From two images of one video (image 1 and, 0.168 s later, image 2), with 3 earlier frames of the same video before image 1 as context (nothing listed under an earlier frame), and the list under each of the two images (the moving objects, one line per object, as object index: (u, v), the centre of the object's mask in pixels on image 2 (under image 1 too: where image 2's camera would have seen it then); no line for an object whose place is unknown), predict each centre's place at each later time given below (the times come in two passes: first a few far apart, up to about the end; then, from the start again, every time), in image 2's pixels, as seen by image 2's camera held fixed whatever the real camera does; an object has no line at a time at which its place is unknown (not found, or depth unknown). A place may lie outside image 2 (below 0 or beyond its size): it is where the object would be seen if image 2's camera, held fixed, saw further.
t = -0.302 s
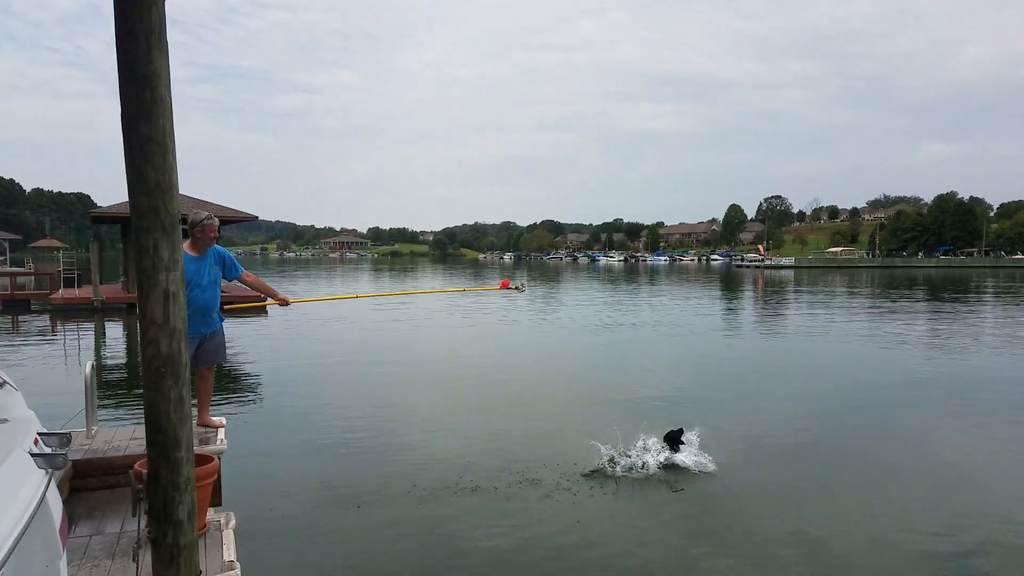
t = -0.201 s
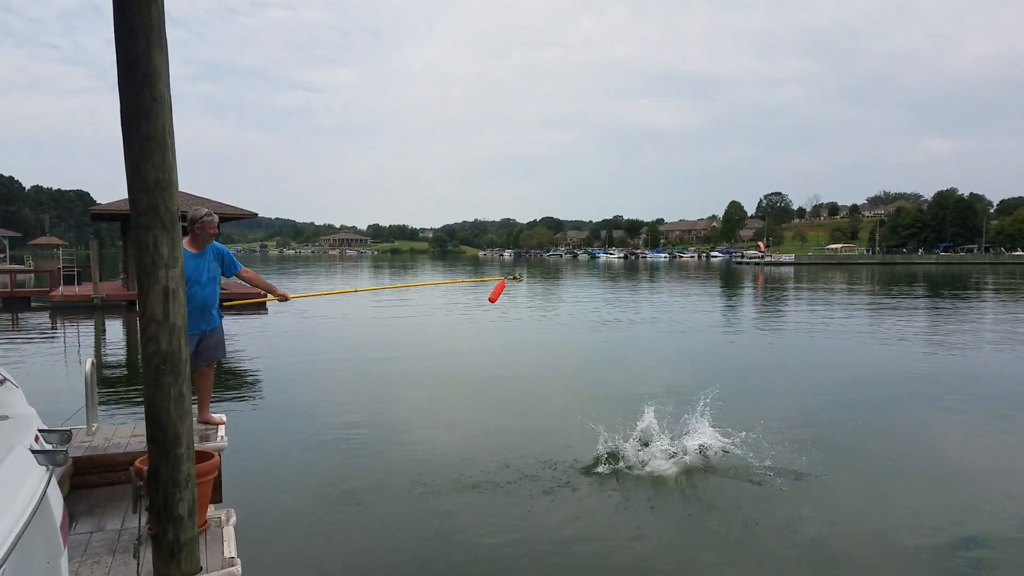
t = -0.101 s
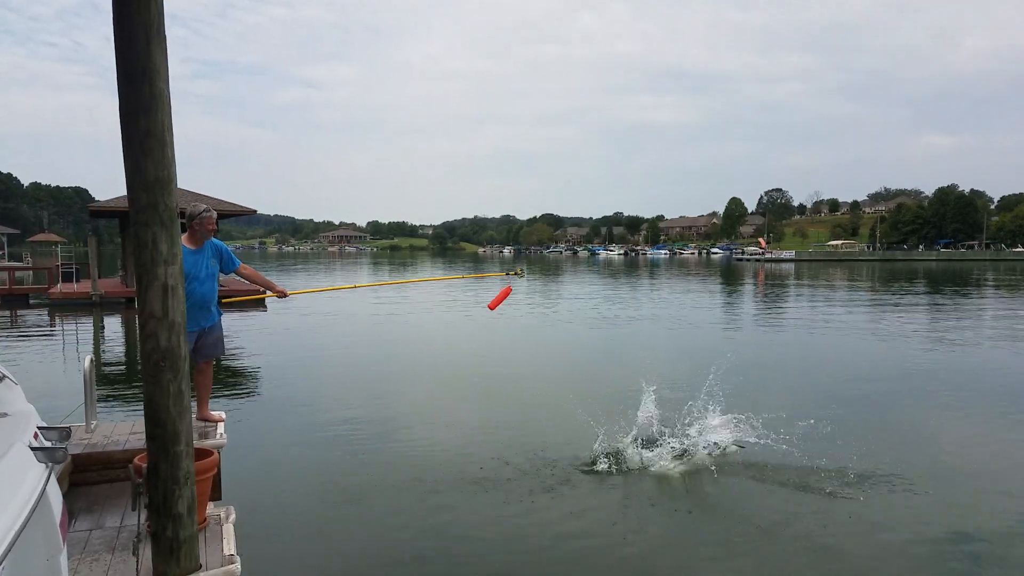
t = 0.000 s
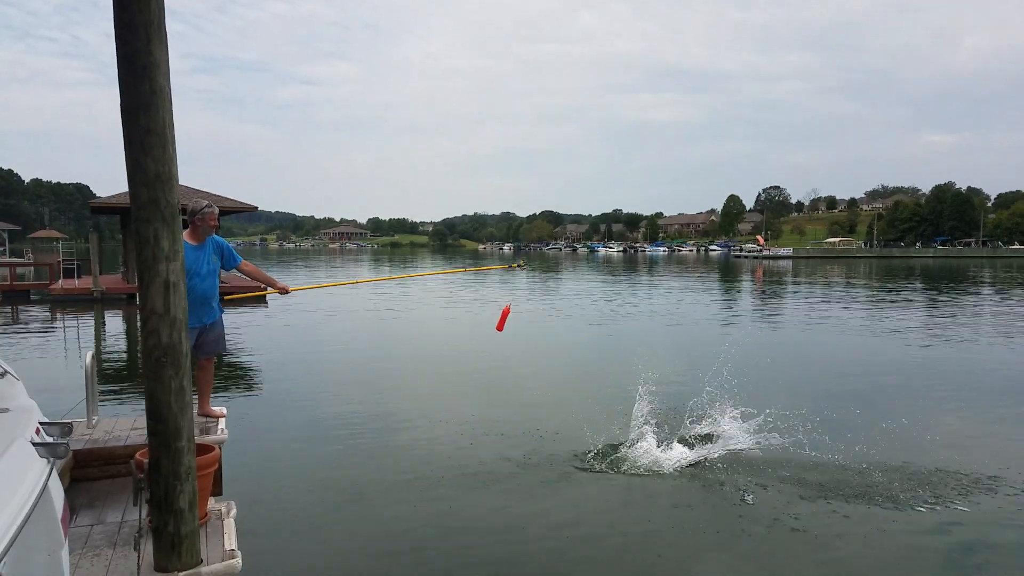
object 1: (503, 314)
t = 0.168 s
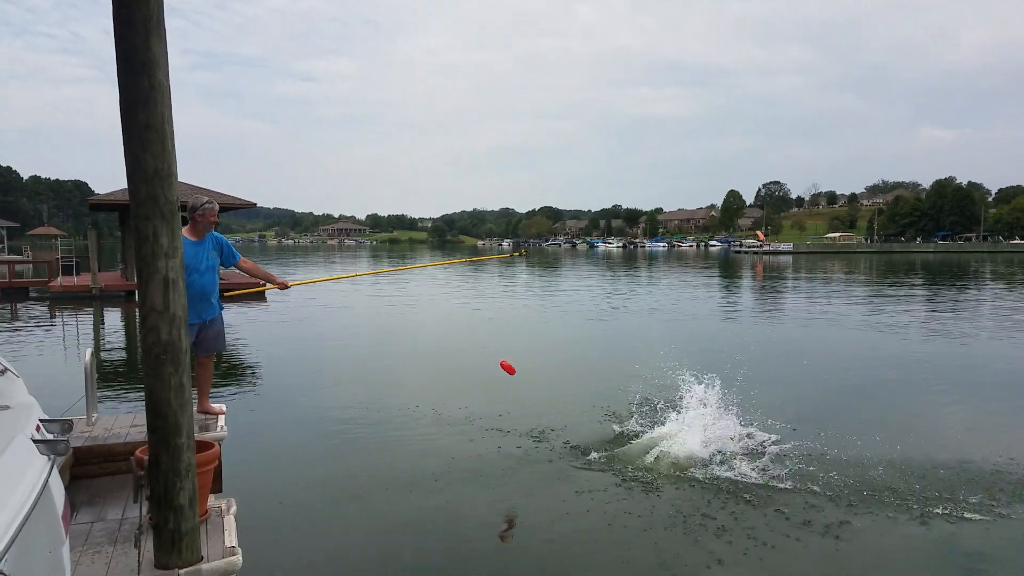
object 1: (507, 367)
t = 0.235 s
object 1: (509, 395)
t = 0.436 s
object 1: (516, 444)
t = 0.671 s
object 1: (515, 437)
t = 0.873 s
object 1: (517, 443)
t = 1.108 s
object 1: (517, 441)
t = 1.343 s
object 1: (515, 440)
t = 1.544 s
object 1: (513, 443)
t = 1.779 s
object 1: (516, 444)
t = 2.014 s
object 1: (516, 443)
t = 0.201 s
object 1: (509, 381)
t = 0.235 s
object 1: (509, 395)
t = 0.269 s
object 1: (510, 410)
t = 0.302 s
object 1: (511, 426)
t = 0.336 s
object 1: (512, 441)
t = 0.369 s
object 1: (515, 443)
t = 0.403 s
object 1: (516, 444)
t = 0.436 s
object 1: (516, 444)
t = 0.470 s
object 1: (518, 445)
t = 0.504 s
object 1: (515, 446)
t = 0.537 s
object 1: (514, 445)
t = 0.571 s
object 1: (514, 443)
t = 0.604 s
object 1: (515, 441)
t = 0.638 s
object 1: (515, 438)
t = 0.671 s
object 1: (515, 437)
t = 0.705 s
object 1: (516, 437)
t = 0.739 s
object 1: (516, 438)
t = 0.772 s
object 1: (516, 439)
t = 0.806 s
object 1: (516, 441)
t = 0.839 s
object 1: (516, 442)
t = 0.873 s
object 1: (517, 443)
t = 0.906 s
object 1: (518, 444)
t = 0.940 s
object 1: (518, 444)
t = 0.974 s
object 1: (519, 444)
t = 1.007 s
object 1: (519, 443)
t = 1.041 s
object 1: (519, 442)
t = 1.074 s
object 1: (518, 442)
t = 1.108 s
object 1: (517, 441)
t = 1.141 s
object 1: (517, 440)
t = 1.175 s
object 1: (516, 439)
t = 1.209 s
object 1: (515, 439)
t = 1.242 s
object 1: (515, 439)
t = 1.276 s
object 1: (515, 439)
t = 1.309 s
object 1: (515, 440)
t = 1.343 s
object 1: (515, 440)
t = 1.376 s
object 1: (515, 440)
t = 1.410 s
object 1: (515, 441)
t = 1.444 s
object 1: (515, 442)
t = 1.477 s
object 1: (514, 442)
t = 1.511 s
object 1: (514, 443)
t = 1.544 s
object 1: (513, 443)
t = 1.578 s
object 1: (513, 444)
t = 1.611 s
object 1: (513, 444)
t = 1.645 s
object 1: (514, 444)
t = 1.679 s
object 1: (514, 445)
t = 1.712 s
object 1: (515, 444)
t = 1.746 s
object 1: (516, 444)
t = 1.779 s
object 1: (516, 444)
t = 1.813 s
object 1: (517, 444)
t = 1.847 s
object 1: (516, 444)
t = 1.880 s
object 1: (516, 443)
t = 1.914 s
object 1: (516, 443)
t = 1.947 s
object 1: (516, 443)
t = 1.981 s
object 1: (516, 443)
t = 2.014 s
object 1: (516, 443)
